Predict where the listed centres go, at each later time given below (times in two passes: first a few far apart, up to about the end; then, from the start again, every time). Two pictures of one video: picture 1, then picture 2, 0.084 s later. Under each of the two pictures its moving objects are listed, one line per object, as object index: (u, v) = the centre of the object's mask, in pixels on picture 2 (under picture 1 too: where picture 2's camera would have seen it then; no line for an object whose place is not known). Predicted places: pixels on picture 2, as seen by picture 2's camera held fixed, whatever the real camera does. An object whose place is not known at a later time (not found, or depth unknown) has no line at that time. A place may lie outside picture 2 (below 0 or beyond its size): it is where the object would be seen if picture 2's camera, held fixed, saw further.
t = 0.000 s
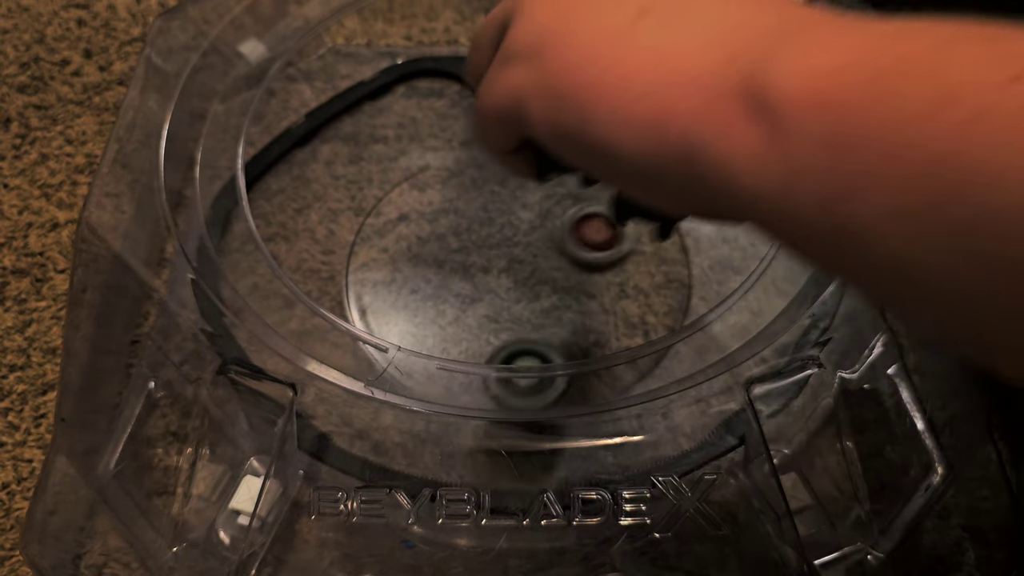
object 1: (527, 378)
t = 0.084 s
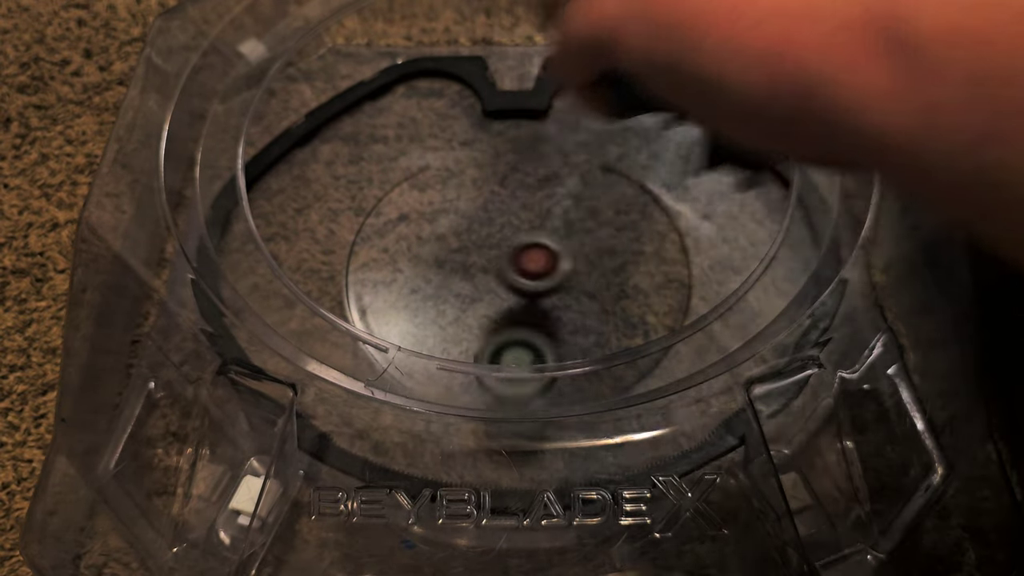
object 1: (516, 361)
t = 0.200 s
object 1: (531, 309)
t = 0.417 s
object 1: (510, 192)
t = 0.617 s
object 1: (426, 162)
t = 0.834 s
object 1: (364, 272)
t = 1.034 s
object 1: (552, 376)
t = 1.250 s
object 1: (635, 157)
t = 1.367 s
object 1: (454, 89)
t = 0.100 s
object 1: (515, 345)
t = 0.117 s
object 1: (516, 342)
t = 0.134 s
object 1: (517, 339)
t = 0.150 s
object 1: (520, 332)
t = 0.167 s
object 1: (523, 326)
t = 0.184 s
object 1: (527, 318)
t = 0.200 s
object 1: (531, 309)
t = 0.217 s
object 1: (536, 298)
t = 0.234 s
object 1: (538, 290)
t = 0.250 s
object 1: (540, 280)
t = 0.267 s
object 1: (541, 271)
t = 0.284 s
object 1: (540, 261)
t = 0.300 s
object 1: (540, 252)
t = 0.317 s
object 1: (537, 243)
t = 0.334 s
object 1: (535, 234)
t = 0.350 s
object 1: (530, 224)
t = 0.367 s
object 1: (527, 215)
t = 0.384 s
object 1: (521, 207)
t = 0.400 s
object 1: (517, 200)
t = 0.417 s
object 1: (510, 192)
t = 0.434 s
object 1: (504, 184)
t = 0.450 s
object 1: (498, 179)
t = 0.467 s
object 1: (491, 173)
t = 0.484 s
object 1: (485, 168)
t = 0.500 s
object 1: (477, 164)
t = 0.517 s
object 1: (471, 161)
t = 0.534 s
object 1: (464, 160)
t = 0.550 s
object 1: (455, 158)
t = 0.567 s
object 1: (448, 158)
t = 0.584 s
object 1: (441, 159)
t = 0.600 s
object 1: (433, 161)
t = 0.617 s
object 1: (426, 162)
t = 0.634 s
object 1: (419, 165)
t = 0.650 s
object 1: (413, 169)
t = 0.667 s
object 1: (405, 175)
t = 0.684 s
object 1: (400, 180)
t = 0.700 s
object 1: (394, 186)
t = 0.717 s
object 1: (387, 195)
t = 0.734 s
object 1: (382, 204)
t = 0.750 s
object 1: (378, 212)
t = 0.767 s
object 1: (373, 224)
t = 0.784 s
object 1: (369, 234)
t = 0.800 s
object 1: (367, 246)
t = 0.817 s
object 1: (365, 258)
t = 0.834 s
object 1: (364, 272)
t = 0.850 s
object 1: (363, 286)
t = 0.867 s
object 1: (366, 296)
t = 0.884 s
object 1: (374, 308)
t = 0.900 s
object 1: (388, 319)
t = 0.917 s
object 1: (403, 328)
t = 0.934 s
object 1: (421, 337)
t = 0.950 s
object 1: (439, 344)
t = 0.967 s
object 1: (458, 350)
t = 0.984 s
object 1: (479, 376)
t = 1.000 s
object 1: (502, 380)
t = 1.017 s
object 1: (526, 379)
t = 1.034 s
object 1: (552, 376)
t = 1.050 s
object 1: (578, 370)
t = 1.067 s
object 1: (603, 357)
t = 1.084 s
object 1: (621, 337)
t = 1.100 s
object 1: (642, 323)
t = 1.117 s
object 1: (658, 310)
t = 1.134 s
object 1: (673, 295)
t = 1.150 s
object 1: (684, 275)
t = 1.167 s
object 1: (686, 253)
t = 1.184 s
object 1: (685, 231)
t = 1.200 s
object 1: (679, 212)
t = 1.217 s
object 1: (669, 193)
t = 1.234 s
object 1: (655, 173)
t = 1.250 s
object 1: (635, 157)
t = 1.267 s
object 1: (612, 144)
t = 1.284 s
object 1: (583, 133)
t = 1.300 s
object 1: (558, 123)
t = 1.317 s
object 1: (532, 113)
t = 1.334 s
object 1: (508, 104)
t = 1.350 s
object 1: (481, 96)
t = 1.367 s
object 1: (454, 89)
